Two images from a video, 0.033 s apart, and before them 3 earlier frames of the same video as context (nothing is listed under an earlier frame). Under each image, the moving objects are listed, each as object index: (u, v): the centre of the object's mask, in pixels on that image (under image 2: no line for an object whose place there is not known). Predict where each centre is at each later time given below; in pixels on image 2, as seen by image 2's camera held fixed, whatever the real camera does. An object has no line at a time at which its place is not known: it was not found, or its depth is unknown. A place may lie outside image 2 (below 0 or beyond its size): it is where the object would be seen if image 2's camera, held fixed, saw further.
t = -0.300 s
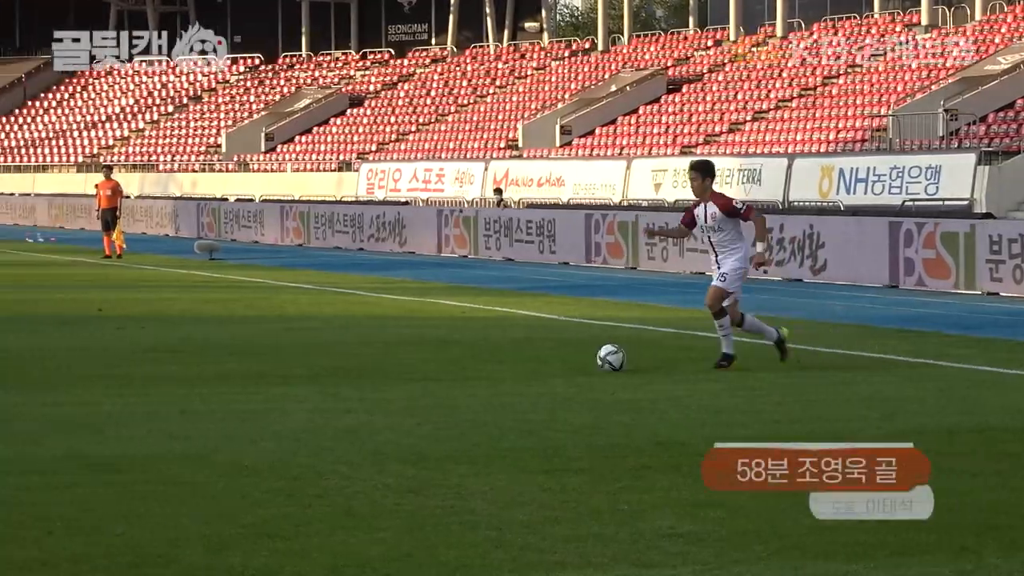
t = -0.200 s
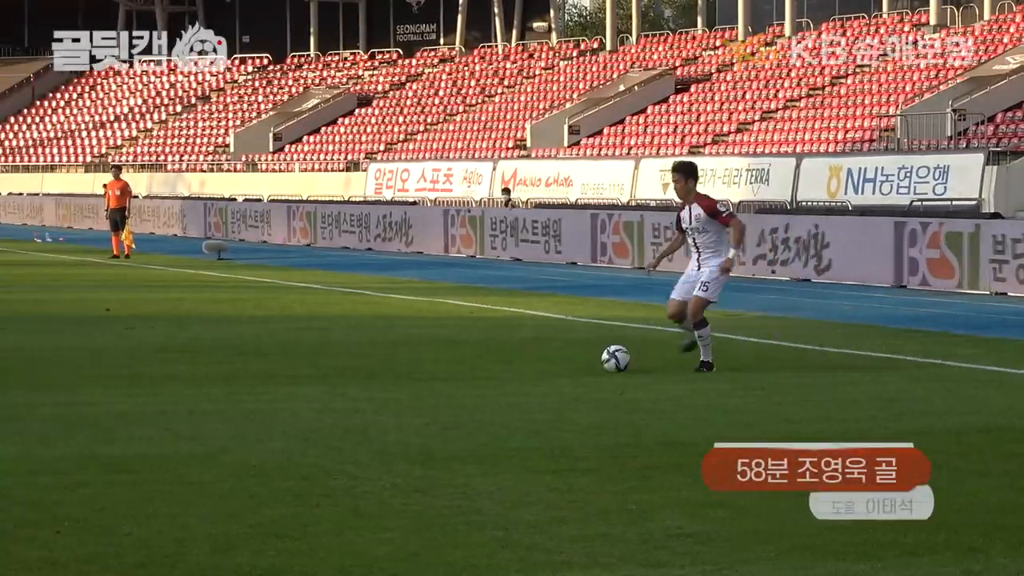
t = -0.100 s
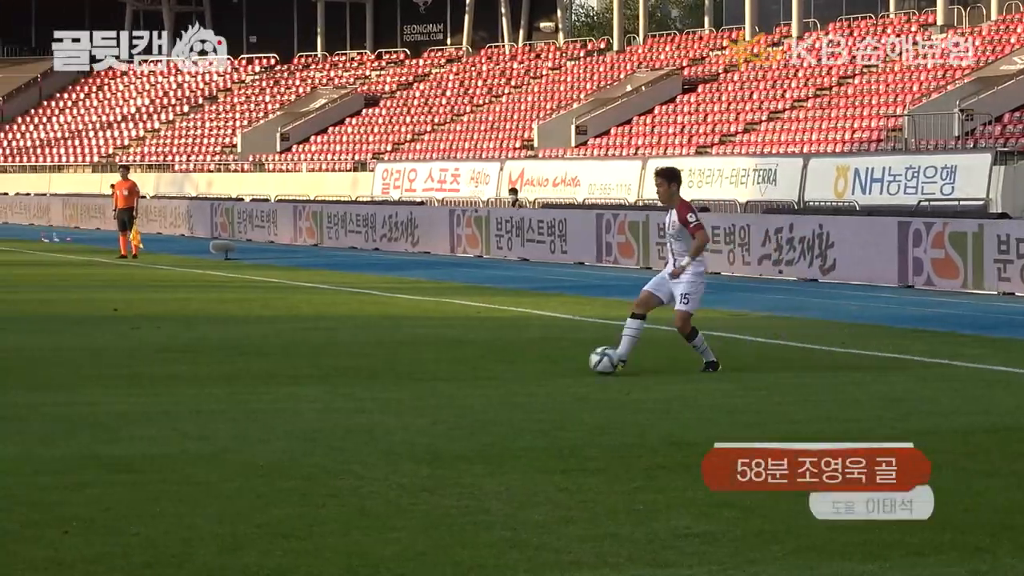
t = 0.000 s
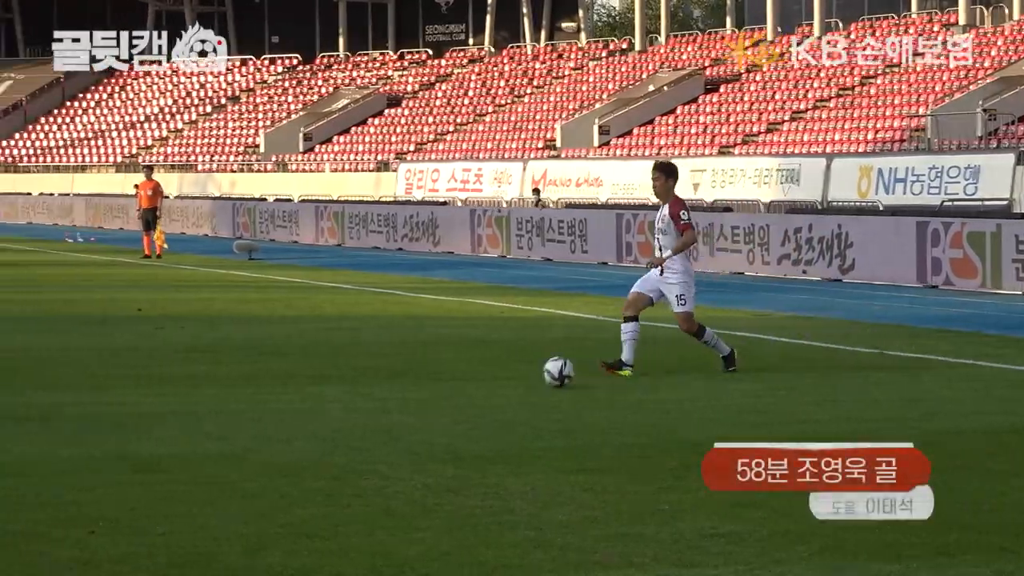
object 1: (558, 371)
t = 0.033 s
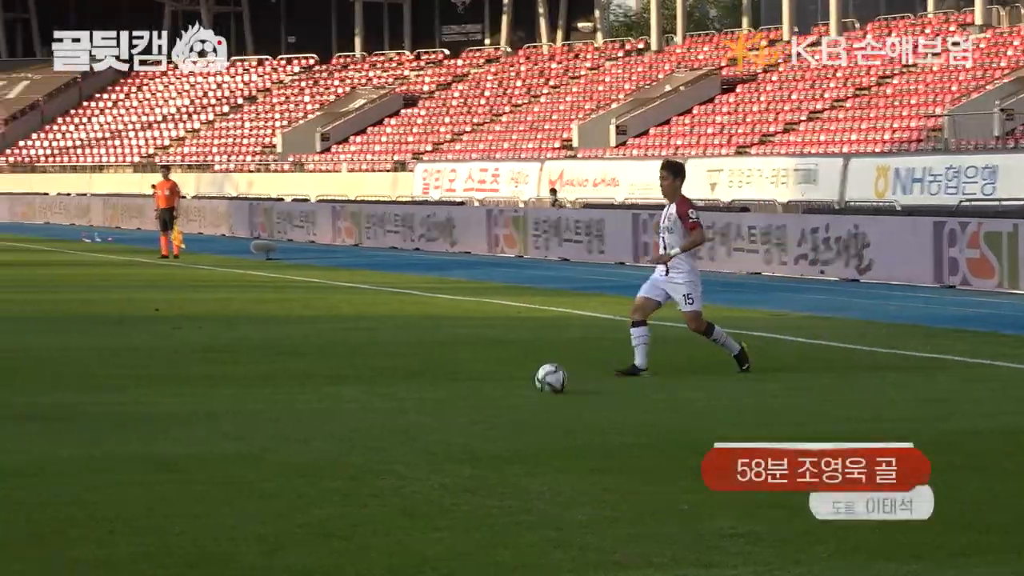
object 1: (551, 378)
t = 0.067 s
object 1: (528, 382)
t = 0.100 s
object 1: (505, 386)
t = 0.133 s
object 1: (482, 390)
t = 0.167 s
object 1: (458, 397)
